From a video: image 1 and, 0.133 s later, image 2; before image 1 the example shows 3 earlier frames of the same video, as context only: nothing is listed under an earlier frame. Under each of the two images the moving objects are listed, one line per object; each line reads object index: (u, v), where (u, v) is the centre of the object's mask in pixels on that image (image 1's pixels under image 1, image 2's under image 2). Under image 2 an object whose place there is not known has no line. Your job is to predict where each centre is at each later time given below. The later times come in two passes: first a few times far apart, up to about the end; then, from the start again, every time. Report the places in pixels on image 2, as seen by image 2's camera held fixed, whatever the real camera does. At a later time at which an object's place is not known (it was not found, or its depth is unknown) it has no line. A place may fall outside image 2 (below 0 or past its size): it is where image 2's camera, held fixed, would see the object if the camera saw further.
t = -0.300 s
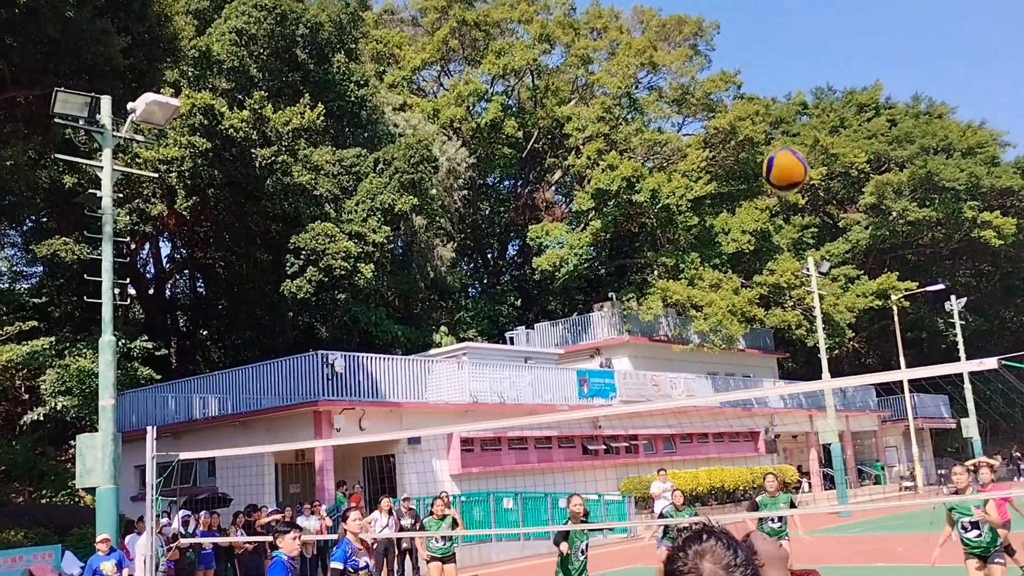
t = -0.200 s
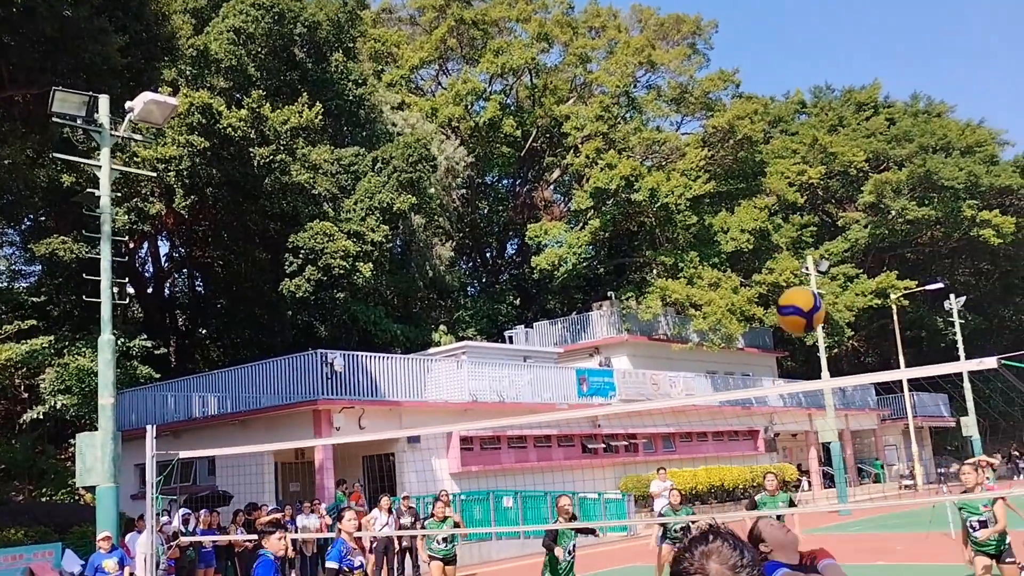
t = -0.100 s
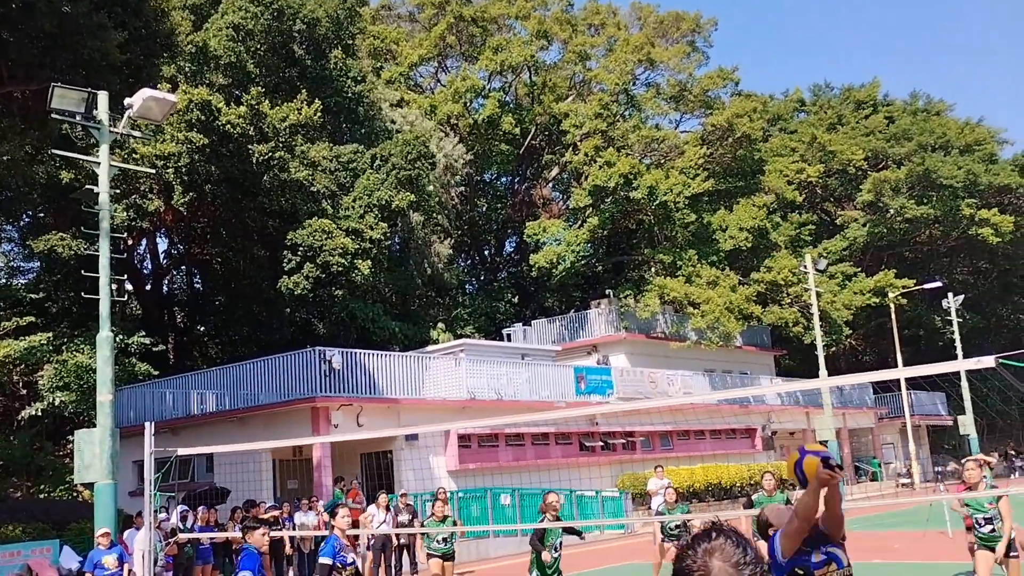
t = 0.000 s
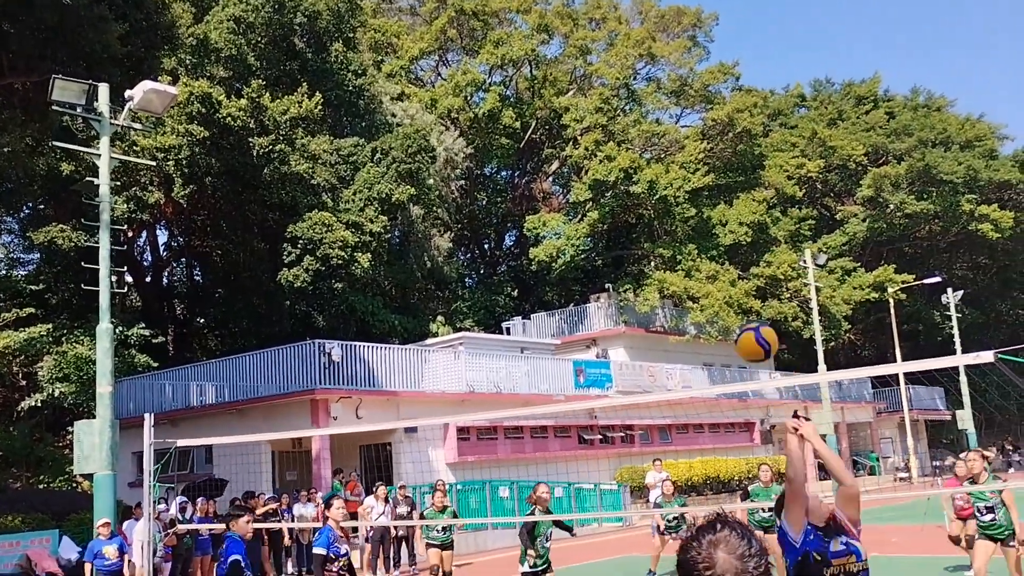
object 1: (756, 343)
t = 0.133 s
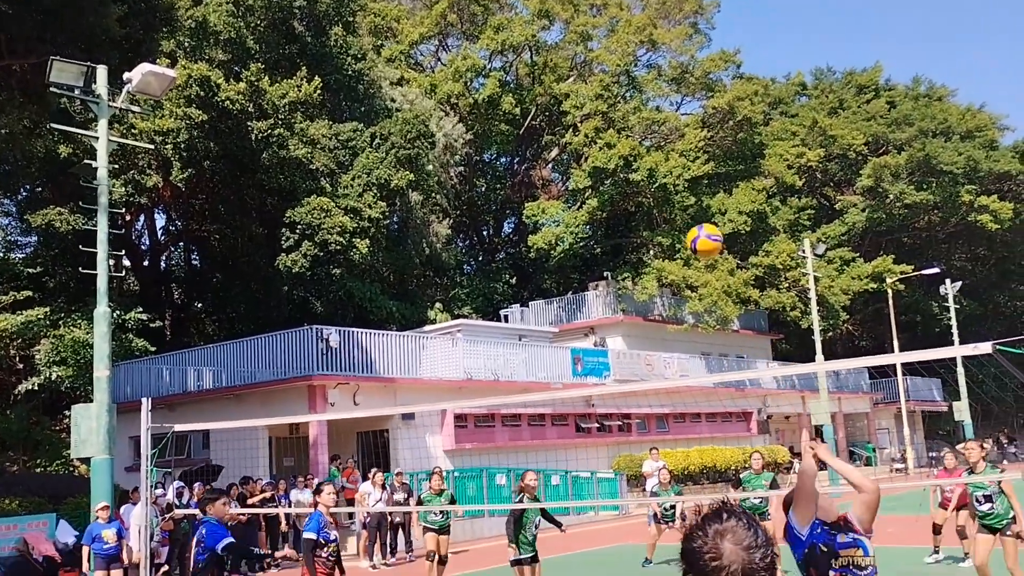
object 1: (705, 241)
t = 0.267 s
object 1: (671, 198)
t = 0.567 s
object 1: (626, 203)
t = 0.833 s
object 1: (604, 274)
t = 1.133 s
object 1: (591, 401)
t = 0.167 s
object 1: (695, 226)
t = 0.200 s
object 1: (686, 215)
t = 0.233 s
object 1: (678, 206)
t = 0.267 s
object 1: (671, 198)
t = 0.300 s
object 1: (664, 193)
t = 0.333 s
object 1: (658, 189)
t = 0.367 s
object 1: (652, 188)
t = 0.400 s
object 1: (646, 188)
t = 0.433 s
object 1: (642, 189)
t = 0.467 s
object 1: (637, 191)
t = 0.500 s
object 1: (633, 193)
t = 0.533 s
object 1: (629, 198)
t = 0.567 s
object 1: (626, 203)
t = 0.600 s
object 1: (622, 209)
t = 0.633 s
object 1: (619, 217)
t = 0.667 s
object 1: (615, 225)
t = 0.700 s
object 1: (613, 234)
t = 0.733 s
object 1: (610, 243)
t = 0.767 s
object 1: (608, 253)
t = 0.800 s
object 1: (605, 264)
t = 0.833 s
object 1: (604, 274)
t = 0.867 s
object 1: (601, 287)
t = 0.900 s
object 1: (600, 299)
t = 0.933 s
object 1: (598, 313)
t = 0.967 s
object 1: (596, 326)
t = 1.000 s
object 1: (595, 340)
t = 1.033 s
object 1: (594, 354)
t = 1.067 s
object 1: (592, 370)
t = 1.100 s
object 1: (591, 381)
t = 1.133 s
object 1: (591, 401)
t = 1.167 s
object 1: (590, 418)
